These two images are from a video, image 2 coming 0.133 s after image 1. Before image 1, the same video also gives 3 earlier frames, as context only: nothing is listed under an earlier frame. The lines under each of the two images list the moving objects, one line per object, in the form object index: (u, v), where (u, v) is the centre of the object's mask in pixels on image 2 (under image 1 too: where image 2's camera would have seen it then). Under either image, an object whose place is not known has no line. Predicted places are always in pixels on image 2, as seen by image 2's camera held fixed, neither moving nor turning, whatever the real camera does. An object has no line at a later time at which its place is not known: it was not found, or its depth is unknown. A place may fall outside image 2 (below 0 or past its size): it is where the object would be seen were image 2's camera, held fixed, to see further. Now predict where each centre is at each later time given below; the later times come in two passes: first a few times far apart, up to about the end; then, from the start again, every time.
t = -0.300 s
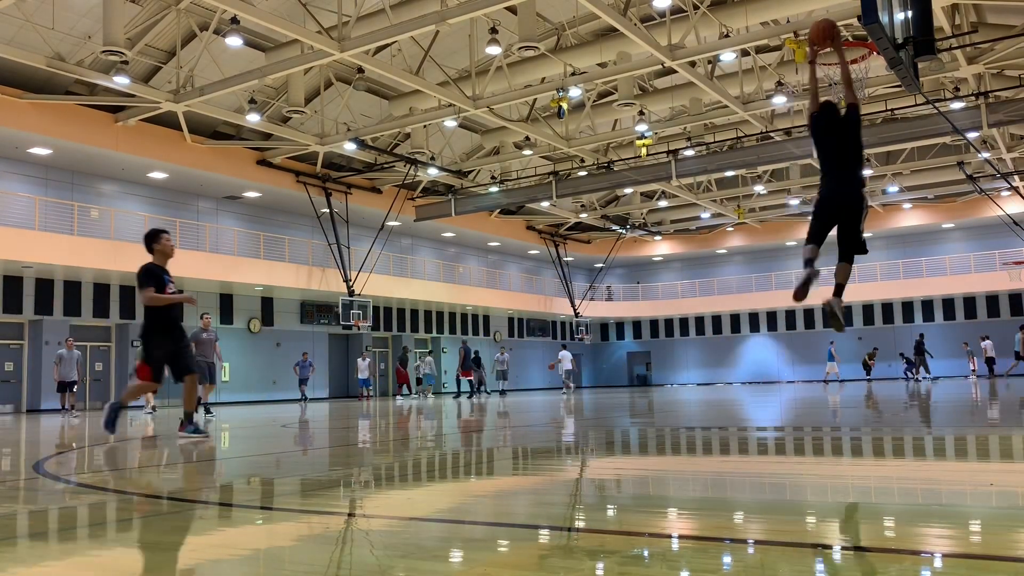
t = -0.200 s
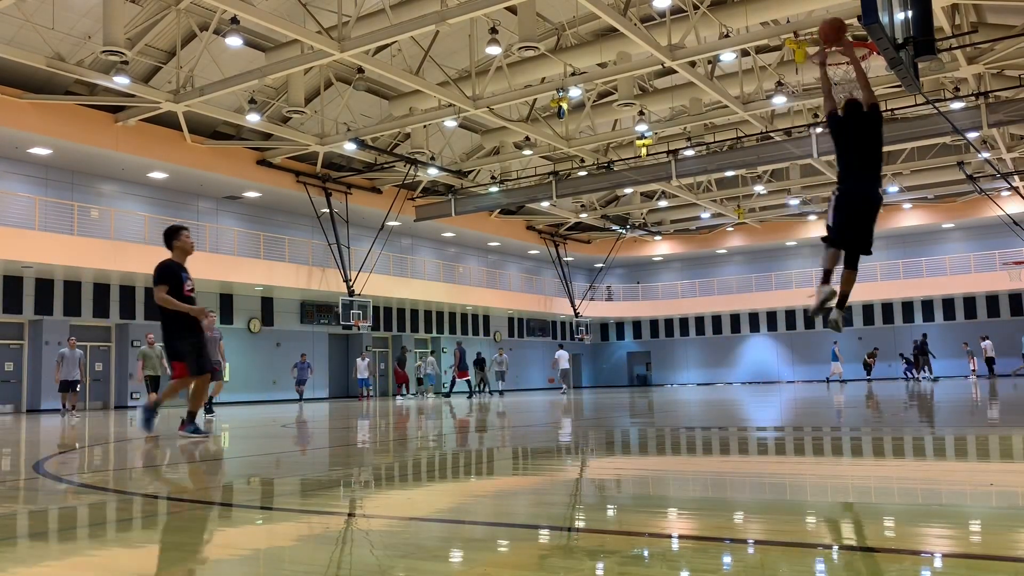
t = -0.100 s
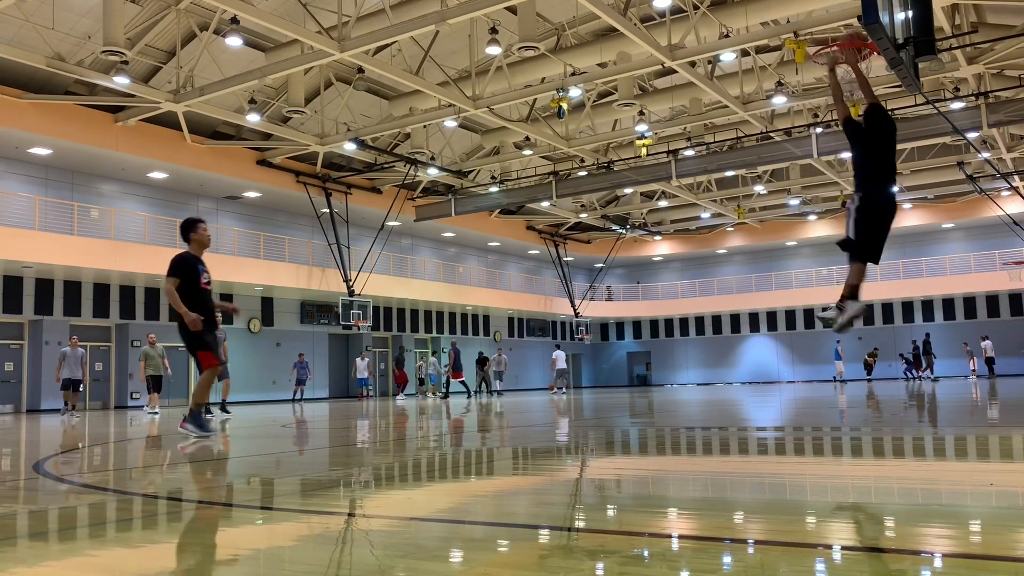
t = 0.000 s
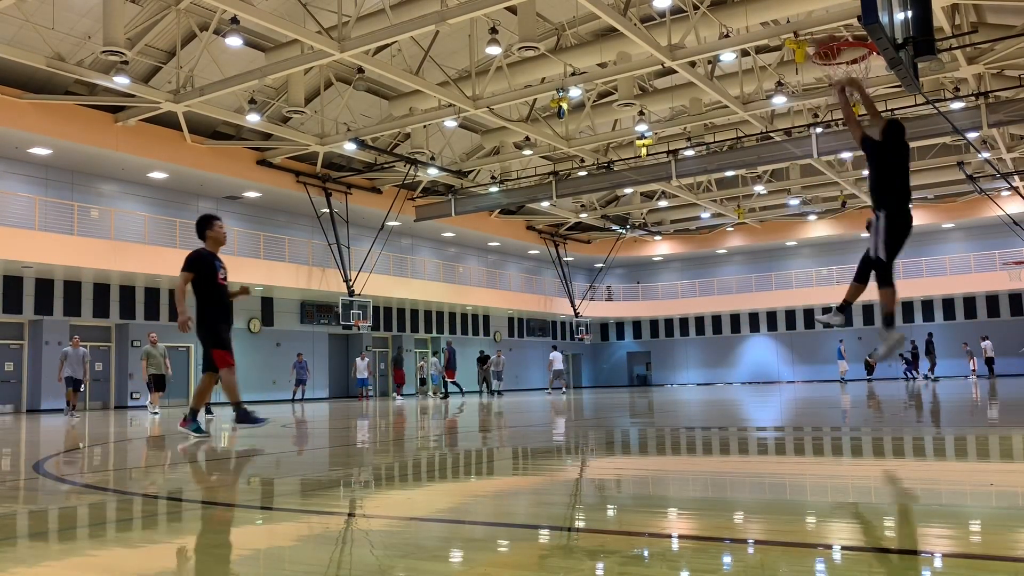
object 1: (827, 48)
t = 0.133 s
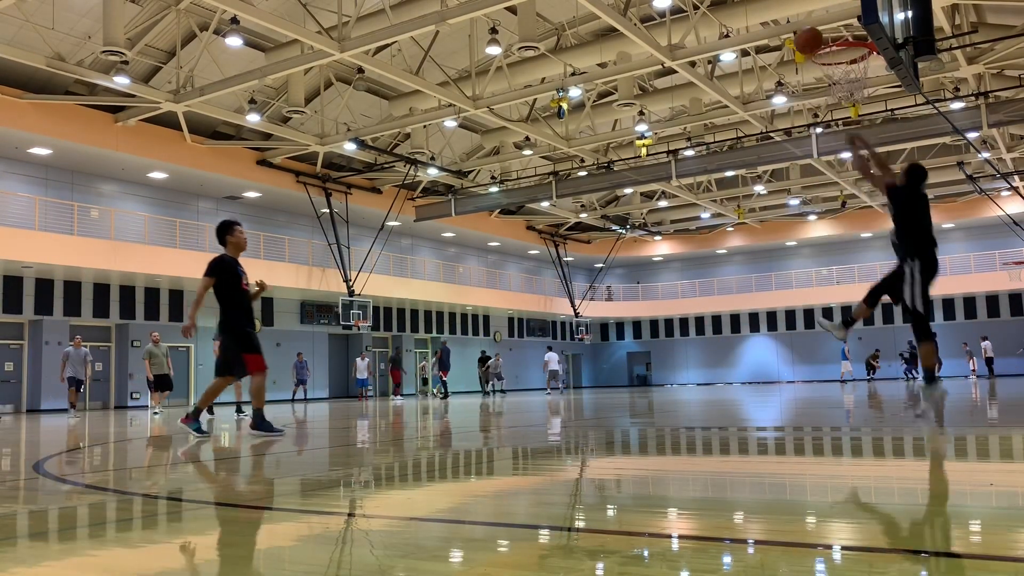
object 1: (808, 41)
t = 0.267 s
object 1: (794, 49)
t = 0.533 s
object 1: (771, 123)
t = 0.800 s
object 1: (750, 281)
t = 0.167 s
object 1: (805, 41)
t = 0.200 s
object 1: (801, 43)
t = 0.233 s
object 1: (798, 45)
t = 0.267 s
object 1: (794, 49)
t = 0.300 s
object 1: (792, 53)
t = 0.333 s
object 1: (788, 60)
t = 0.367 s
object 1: (785, 67)
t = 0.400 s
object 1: (782, 74)
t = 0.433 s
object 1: (779, 85)
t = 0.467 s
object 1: (776, 96)
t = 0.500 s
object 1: (773, 110)
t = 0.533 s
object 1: (771, 123)
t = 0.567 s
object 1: (767, 138)
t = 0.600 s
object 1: (765, 155)
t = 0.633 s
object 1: (763, 173)
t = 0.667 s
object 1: (760, 191)
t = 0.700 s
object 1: (757, 212)
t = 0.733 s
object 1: (755, 234)
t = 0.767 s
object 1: (753, 257)
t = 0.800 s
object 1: (750, 281)
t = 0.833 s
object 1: (749, 308)
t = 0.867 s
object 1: (747, 335)
